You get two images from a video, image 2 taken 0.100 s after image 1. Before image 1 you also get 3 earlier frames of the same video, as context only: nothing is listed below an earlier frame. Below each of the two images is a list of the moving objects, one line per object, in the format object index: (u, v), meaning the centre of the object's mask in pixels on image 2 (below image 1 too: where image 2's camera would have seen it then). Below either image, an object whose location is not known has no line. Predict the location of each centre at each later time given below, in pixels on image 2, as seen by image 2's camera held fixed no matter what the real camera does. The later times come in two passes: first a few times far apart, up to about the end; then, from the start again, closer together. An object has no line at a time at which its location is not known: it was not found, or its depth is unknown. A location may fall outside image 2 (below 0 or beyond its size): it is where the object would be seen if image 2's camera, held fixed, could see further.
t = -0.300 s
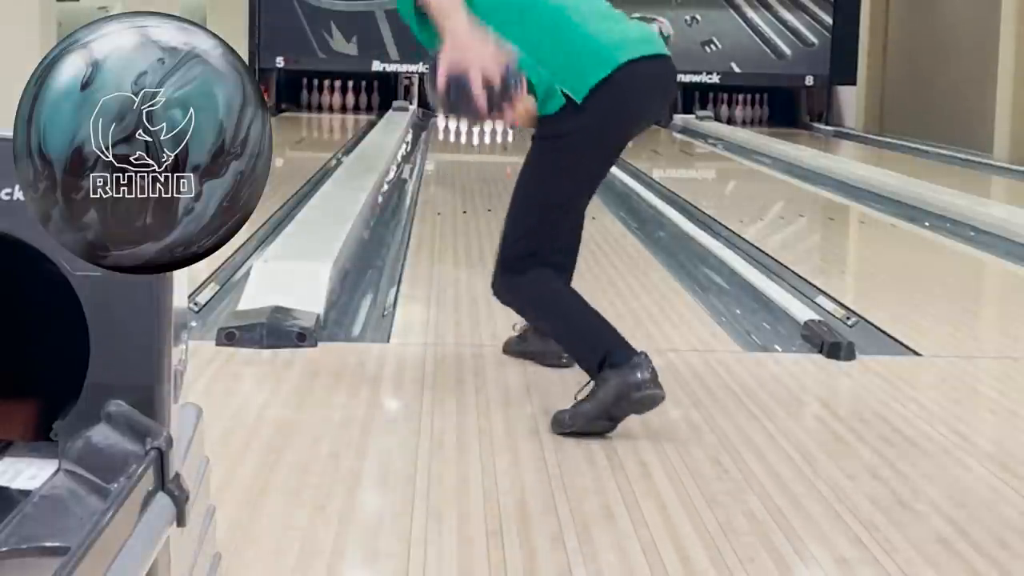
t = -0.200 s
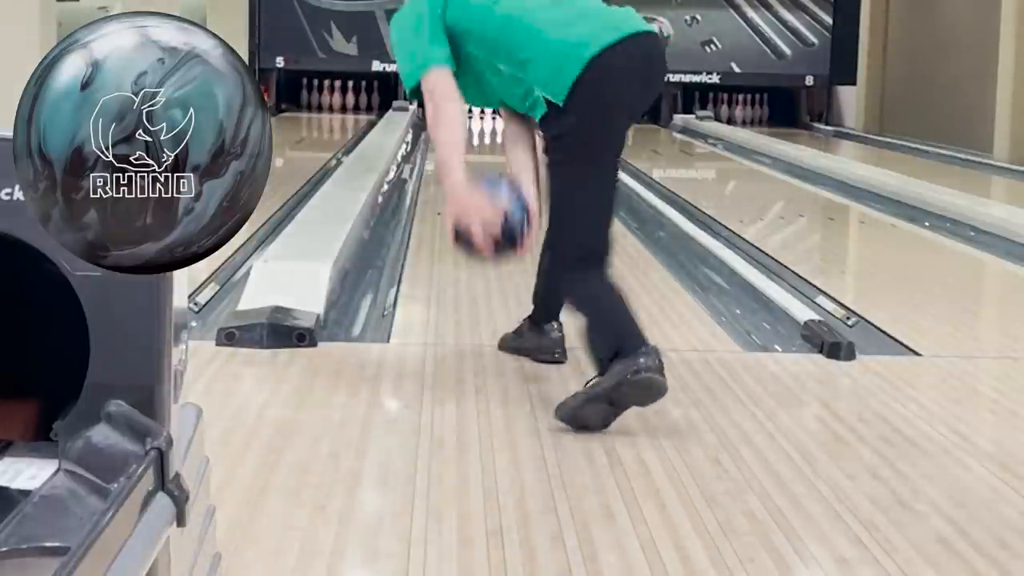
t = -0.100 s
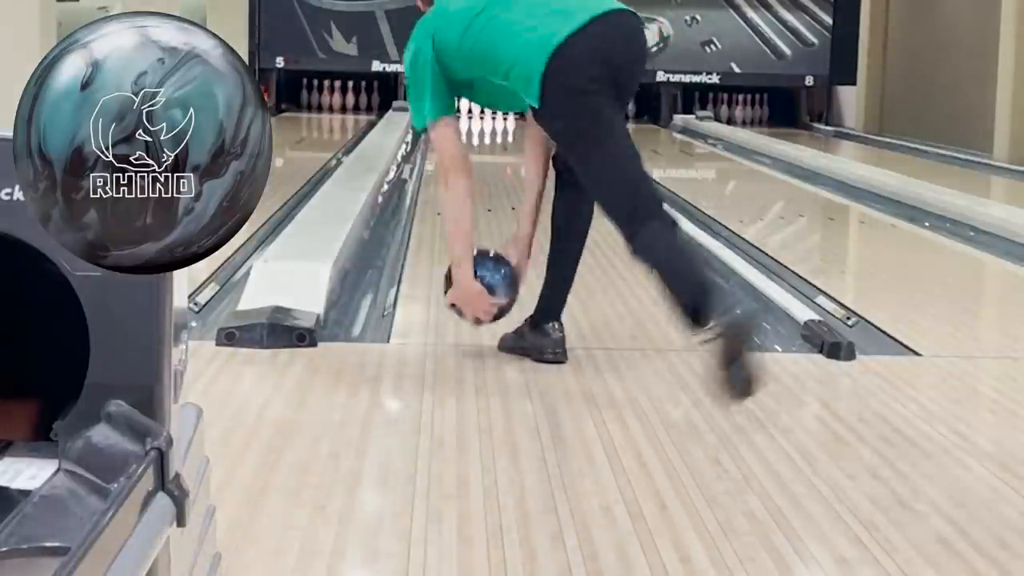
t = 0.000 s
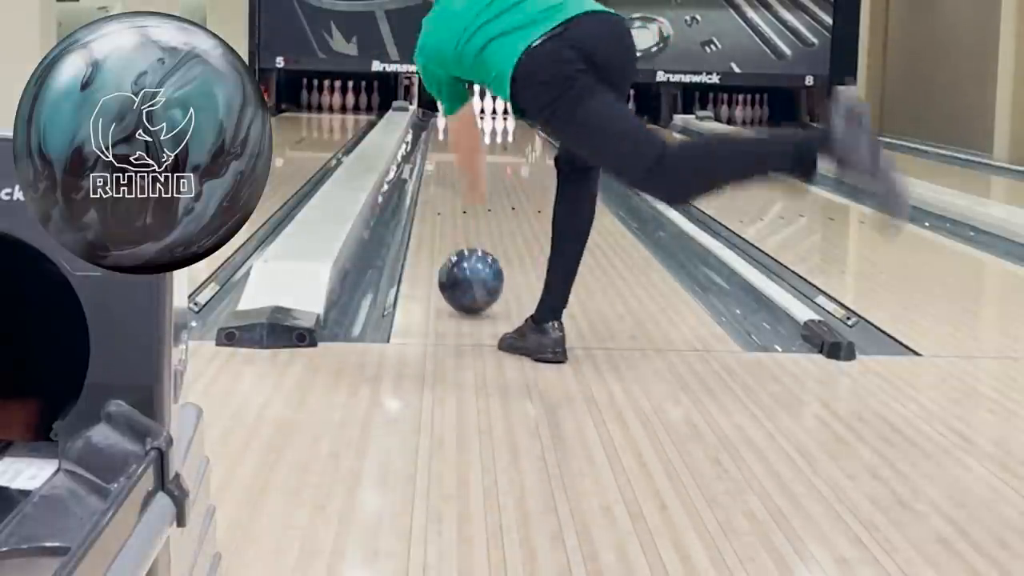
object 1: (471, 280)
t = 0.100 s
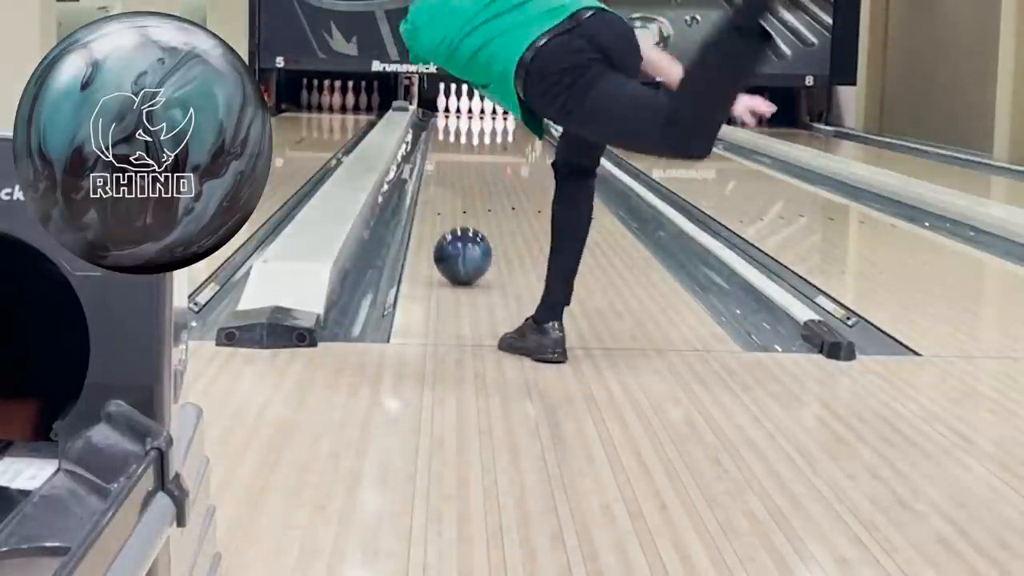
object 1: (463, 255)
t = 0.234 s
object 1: (455, 228)
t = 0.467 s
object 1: (436, 194)
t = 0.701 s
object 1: (442, 169)
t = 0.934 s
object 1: (440, 152)
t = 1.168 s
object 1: (439, 139)
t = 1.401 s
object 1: (439, 129)
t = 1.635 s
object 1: (439, 121)
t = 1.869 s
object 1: (442, 114)
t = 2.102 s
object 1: (452, 111)
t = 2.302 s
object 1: (458, 107)
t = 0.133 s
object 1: (461, 248)
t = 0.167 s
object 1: (459, 241)
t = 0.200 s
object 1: (457, 234)
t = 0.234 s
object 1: (455, 228)
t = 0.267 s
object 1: (454, 222)
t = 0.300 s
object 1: (452, 216)
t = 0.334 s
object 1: (451, 211)
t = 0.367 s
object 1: (450, 206)
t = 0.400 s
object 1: (449, 201)
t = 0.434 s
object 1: (448, 198)
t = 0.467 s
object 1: (436, 194)
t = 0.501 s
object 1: (440, 190)
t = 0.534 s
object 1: (442, 186)
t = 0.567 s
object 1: (444, 182)
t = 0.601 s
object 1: (444, 178)
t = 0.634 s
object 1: (443, 175)
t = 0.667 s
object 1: (443, 172)
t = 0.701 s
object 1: (442, 169)
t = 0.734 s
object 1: (442, 166)
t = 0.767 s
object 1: (441, 163)
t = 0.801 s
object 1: (441, 161)
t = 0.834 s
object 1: (441, 159)
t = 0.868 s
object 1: (440, 157)
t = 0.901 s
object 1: (440, 154)
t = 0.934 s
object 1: (440, 152)
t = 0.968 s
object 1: (440, 150)
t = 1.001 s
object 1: (439, 148)
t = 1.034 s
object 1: (439, 146)
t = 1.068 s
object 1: (439, 144)
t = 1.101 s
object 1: (438, 142)
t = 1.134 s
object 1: (439, 140)
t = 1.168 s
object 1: (439, 139)
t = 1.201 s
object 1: (438, 138)
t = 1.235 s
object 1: (438, 136)
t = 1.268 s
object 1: (438, 135)
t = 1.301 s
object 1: (434, 134)
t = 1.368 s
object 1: (439, 130)
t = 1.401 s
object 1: (439, 129)
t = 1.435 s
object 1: (439, 127)
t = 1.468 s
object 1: (439, 126)
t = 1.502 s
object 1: (439, 125)
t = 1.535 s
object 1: (439, 124)
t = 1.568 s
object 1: (439, 123)
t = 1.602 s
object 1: (439, 122)
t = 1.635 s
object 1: (439, 121)
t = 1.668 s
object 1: (439, 120)
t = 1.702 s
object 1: (440, 119)
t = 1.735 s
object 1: (440, 118)
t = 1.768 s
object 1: (441, 117)
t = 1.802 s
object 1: (441, 116)
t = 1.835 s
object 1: (442, 115)
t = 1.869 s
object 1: (442, 114)
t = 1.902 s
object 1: (443, 114)
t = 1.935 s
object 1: (445, 113)
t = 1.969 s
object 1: (446, 112)
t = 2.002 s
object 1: (447, 111)
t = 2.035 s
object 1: (448, 111)
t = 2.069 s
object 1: (451, 111)
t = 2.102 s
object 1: (452, 111)
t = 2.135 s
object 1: (453, 110)
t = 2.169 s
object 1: (454, 109)
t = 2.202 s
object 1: (455, 109)
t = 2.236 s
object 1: (458, 108)
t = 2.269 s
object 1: (459, 108)
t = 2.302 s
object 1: (458, 107)
